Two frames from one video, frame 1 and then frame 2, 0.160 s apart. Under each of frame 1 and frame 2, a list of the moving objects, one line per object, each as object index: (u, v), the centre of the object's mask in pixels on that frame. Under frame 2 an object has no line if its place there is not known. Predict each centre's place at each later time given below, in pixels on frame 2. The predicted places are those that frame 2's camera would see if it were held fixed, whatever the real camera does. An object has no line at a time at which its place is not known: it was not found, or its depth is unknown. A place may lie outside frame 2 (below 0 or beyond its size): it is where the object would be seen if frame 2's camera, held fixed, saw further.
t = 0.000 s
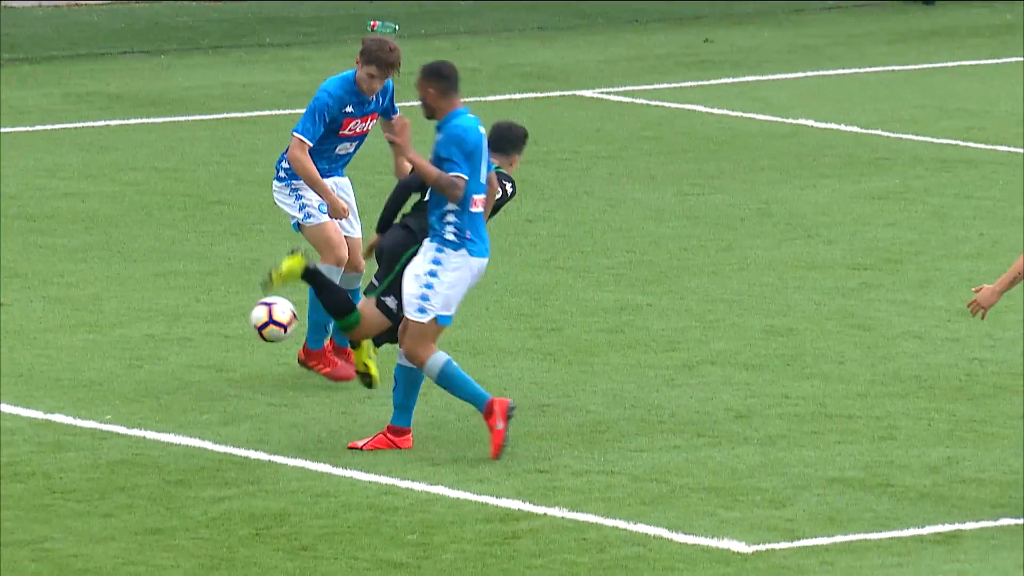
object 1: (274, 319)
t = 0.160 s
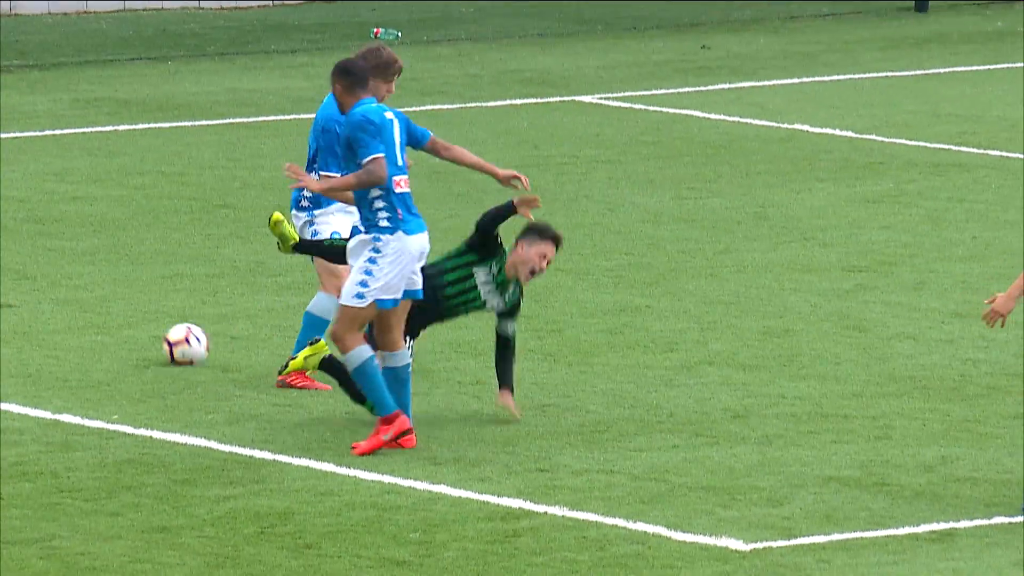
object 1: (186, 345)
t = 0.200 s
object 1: (163, 329)
